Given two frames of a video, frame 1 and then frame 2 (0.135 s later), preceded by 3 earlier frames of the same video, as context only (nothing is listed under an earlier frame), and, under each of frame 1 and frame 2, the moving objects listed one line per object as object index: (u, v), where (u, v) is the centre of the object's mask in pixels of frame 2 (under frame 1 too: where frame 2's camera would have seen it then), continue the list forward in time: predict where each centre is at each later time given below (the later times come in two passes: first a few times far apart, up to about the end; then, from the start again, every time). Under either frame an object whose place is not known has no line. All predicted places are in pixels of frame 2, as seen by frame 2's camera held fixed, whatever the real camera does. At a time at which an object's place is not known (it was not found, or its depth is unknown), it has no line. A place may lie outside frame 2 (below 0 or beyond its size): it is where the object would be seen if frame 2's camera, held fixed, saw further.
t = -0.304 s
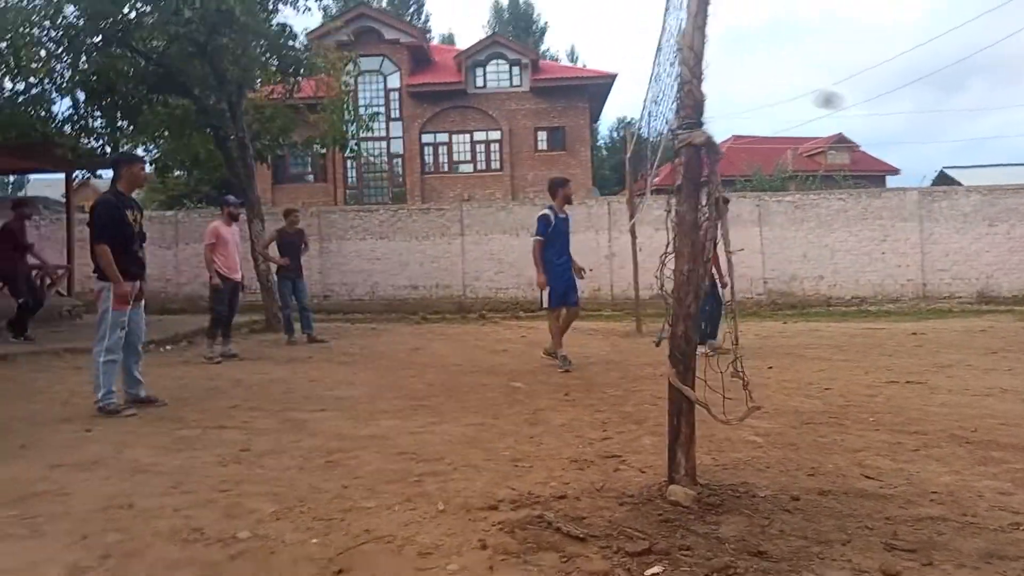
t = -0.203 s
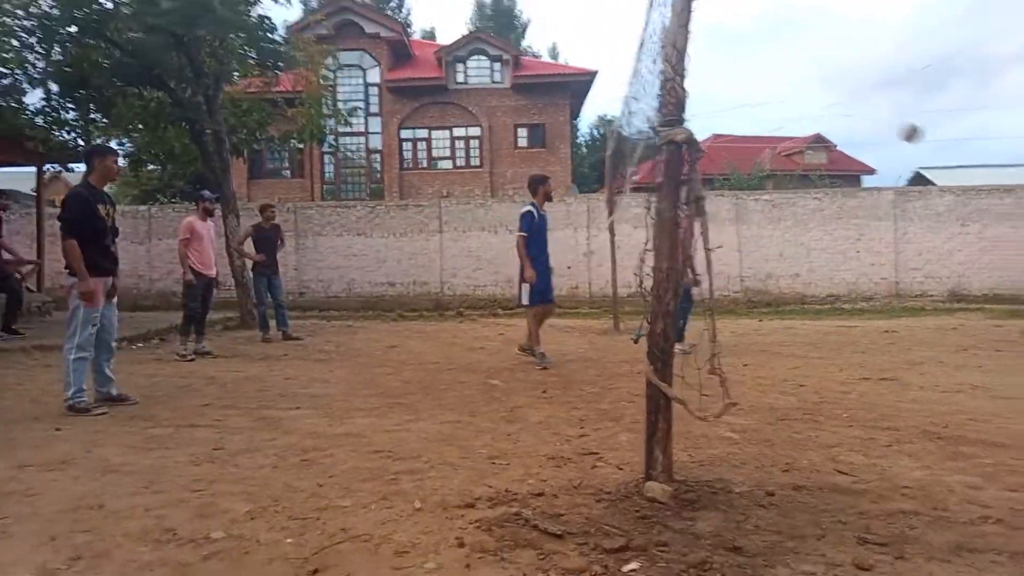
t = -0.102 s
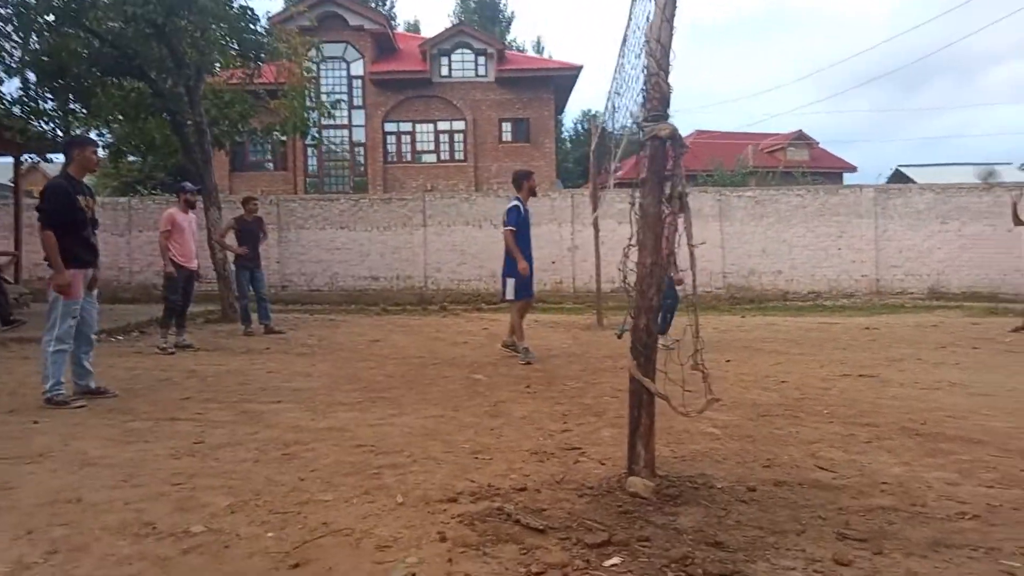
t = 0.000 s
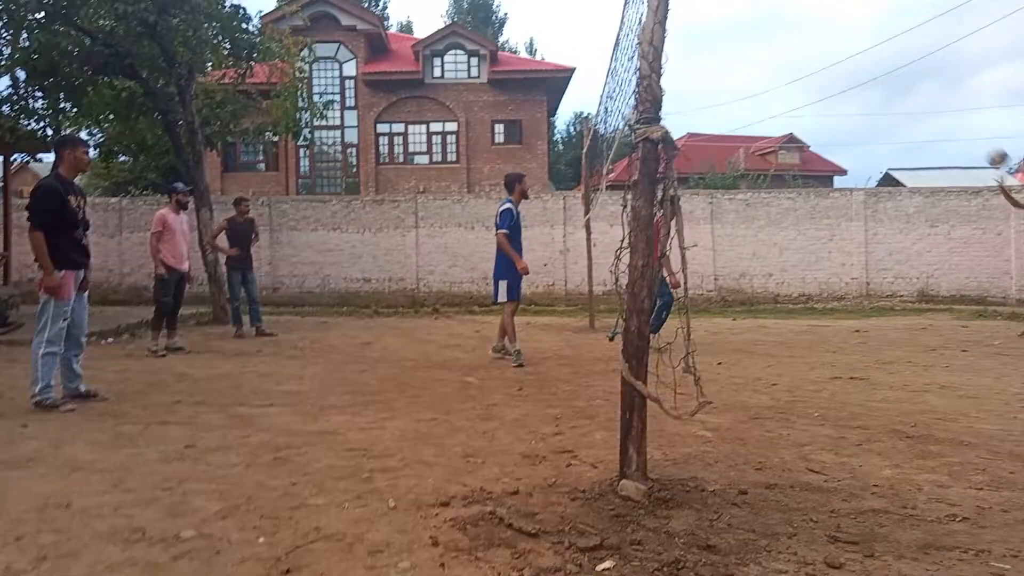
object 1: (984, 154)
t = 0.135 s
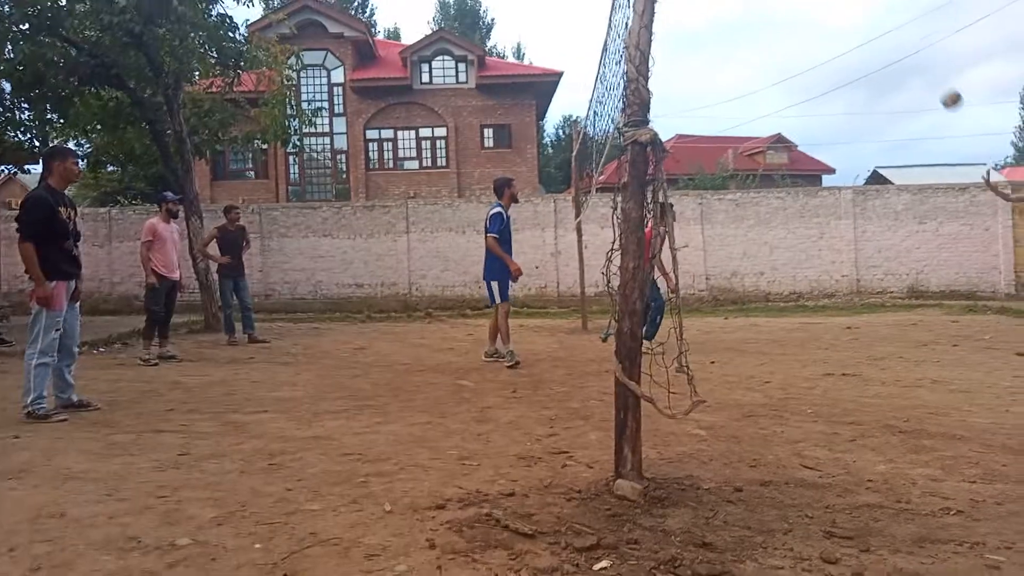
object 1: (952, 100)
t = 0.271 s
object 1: (921, 58)
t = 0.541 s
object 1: (859, 25)
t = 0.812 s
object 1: (801, 55)
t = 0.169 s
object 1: (943, 87)
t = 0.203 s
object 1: (936, 77)
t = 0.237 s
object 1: (929, 67)
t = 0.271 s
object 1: (921, 58)
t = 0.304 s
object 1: (913, 50)
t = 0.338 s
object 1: (904, 43)
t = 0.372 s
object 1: (897, 38)
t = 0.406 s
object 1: (890, 33)
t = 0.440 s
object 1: (881, 30)
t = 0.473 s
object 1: (874, 27)
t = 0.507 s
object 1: (867, 26)
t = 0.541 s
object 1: (859, 25)
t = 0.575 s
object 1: (852, 26)
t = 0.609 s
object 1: (844, 27)
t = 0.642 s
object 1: (837, 29)
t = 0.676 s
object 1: (830, 32)
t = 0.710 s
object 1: (822, 36)
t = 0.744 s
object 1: (815, 41)
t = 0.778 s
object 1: (808, 47)
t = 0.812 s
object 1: (801, 55)
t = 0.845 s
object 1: (794, 64)
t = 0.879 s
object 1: (787, 73)
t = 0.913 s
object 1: (781, 84)
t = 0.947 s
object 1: (774, 95)
